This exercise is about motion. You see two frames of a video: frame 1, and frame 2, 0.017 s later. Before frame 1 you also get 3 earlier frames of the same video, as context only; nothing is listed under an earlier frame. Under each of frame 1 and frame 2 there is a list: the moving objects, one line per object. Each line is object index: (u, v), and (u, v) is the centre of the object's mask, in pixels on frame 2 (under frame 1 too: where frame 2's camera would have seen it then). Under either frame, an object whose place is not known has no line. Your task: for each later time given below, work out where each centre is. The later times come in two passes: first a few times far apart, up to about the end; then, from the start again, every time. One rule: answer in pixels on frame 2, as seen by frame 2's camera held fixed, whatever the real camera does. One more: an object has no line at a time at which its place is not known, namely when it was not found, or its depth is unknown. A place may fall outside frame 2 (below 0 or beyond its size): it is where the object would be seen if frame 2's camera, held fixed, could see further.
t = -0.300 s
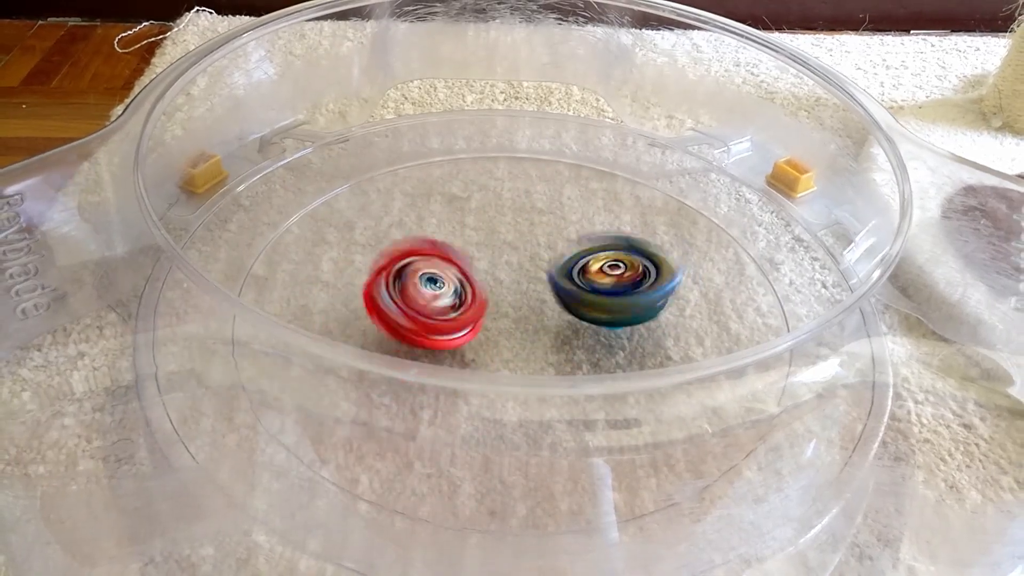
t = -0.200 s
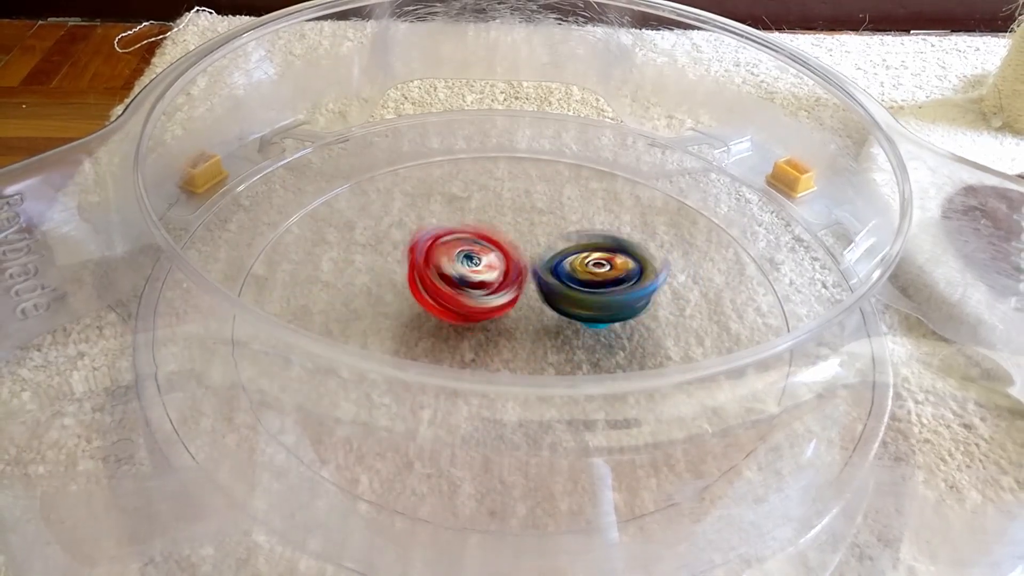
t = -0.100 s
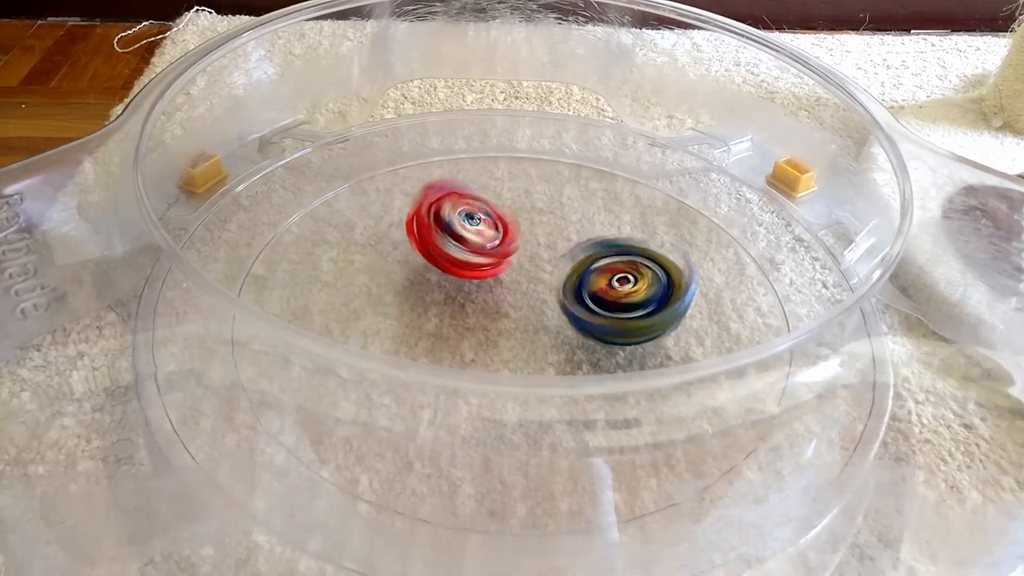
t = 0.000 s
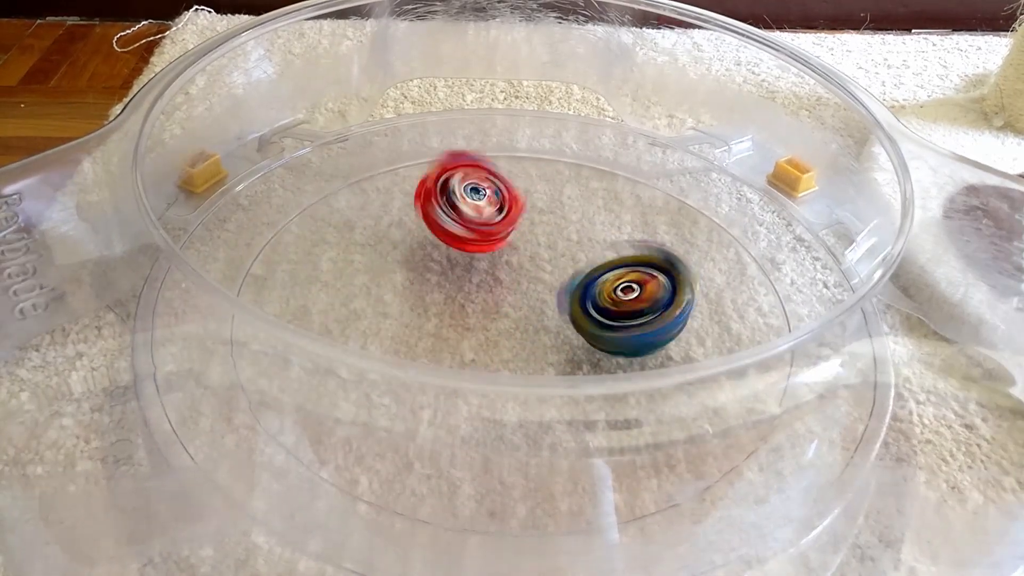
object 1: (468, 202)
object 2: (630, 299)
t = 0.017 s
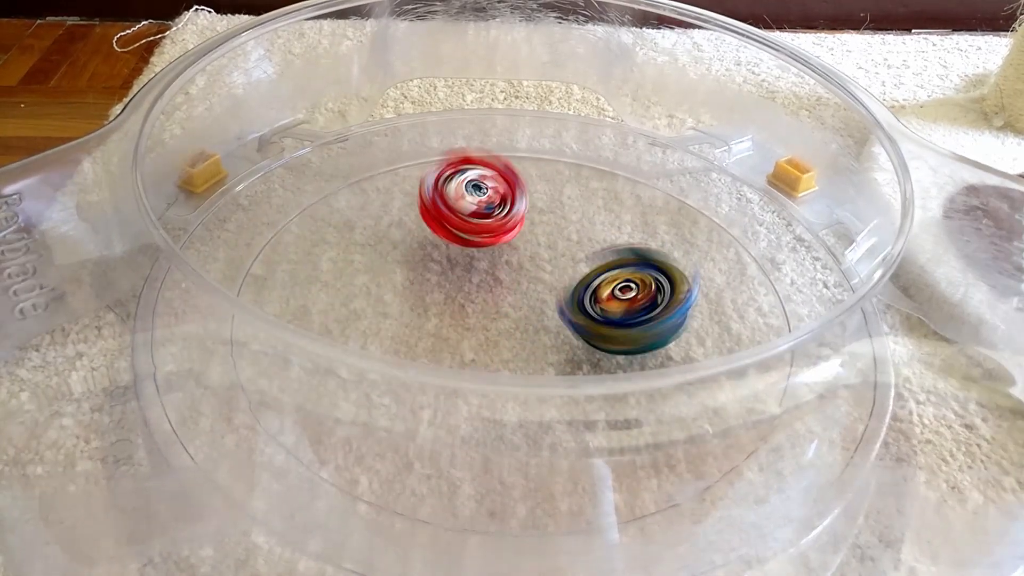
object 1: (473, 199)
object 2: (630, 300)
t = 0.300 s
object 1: (522, 217)
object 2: (552, 310)
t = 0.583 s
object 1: (591, 228)
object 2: (388, 354)
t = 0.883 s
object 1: (577, 299)
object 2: (400, 321)
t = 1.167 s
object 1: (566, 333)
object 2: (447, 235)
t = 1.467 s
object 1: (542, 346)
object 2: (531, 193)
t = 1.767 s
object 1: (503, 303)
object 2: (610, 251)
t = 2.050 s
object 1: (496, 270)
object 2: (654, 317)
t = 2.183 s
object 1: (518, 269)
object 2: (611, 341)
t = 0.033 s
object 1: (474, 198)
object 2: (627, 300)
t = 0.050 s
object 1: (475, 196)
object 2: (626, 299)
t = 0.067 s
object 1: (479, 194)
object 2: (623, 299)
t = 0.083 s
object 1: (479, 194)
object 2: (624, 300)
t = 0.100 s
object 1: (481, 191)
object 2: (621, 300)
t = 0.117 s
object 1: (485, 192)
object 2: (618, 299)
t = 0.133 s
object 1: (486, 193)
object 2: (616, 300)
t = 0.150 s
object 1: (490, 192)
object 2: (612, 300)
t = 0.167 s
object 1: (493, 193)
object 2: (608, 303)
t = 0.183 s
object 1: (494, 195)
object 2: (604, 303)
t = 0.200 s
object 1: (500, 196)
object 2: (597, 305)
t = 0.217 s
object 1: (503, 199)
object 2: (592, 305)
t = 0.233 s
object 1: (505, 203)
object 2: (586, 306)
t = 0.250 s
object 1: (510, 205)
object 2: (576, 307)
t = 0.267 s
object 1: (514, 209)
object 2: (568, 308)
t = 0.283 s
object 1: (515, 213)
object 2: (560, 310)
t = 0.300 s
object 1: (522, 217)
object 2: (552, 310)
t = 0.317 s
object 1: (526, 222)
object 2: (541, 311)
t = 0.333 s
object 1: (529, 222)
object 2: (531, 314)
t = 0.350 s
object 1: (538, 220)
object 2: (520, 323)
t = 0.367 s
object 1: (546, 219)
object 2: (507, 327)
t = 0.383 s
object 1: (548, 218)
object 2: (495, 330)
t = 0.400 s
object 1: (555, 216)
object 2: (485, 332)
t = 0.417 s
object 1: (559, 217)
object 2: (474, 333)
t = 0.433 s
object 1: (562, 215)
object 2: (466, 335)
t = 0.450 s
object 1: (568, 214)
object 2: (458, 337)
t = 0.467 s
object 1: (572, 216)
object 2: (449, 337)
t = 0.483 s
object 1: (572, 217)
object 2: (440, 336)
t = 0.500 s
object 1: (577, 217)
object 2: (434, 336)
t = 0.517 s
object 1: (581, 219)
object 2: (419, 347)
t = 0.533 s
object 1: (583, 221)
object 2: (411, 350)
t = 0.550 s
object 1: (587, 221)
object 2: (402, 351)
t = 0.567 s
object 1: (591, 224)
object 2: (394, 352)
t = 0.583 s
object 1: (591, 228)
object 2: (388, 354)
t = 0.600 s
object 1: (593, 229)
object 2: (380, 354)
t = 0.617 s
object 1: (596, 233)
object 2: (378, 353)
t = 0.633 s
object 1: (596, 237)
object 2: (371, 351)
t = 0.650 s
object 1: (597, 240)
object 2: (371, 351)
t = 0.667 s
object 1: (600, 243)
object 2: (368, 352)
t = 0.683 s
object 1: (601, 249)
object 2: (366, 351)
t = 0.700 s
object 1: (599, 253)
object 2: (366, 349)
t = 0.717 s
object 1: (600, 257)
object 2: (367, 349)
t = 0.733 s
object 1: (600, 263)
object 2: (368, 348)
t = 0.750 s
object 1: (598, 268)
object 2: (370, 347)
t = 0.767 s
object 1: (597, 270)
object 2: (373, 346)
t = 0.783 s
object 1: (597, 276)
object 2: (375, 345)
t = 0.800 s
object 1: (591, 280)
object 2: (379, 341)
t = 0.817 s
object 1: (591, 282)
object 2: (382, 339)
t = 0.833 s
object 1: (588, 288)
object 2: (386, 337)
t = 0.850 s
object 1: (583, 293)
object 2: (391, 322)
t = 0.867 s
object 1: (579, 296)
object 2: (396, 323)
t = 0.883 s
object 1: (577, 299)
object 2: (400, 321)
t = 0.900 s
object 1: (567, 305)
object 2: (405, 318)
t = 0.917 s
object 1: (564, 305)
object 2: (411, 318)
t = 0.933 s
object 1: (559, 309)
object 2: (415, 312)
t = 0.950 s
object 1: (558, 311)
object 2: (418, 311)
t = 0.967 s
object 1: (561, 309)
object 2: (416, 305)
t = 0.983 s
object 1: (566, 309)
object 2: (417, 300)
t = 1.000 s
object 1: (565, 313)
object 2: (419, 296)
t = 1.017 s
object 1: (562, 312)
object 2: (423, 291)
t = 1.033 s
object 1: (564, 314)
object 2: (425, 286)
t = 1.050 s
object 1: (561, 317)
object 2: (428, 279)
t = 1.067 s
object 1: (557, 318)
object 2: (432, 275)
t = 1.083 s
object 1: (557, 318)
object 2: (437, 270)
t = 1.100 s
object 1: (558, 321)
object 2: (439, 264)
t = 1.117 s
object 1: (560, 327)
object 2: (441, 257)
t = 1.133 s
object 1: (563, 326)
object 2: (442, 248)
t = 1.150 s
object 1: (567, 330)
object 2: (444, 242)
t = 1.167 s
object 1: (566, 333)
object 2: (447, 235)
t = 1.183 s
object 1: (567, 335)
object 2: (451, 231)
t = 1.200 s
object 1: (569, 335)
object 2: (455, 226)
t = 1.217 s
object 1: (572, 338)
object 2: (458, 223)
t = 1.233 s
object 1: (571, 342)
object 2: (460, 219)
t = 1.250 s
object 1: (567, 341)
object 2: (464, 216)
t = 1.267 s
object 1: (572, 340)
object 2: (467, 213)
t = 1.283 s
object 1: (570, 343)
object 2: (470, 209)
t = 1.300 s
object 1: (567, 343)
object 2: (475, 207)
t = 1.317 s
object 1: (565, 343)
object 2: (480, 202)
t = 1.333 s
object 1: (565, 345)
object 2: (486, 201)
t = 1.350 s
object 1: (563, 348)
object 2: (491, 198)
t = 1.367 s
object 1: (556, 347)
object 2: (497, 197)
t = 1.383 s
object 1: (556, 345)
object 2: (503, 194)
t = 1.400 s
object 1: (555, 345)
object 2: (509, 193)
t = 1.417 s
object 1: (551, 347)
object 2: (515, 192)
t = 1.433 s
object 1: (546, 346)
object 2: (521, 192)
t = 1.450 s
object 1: (542, 345)
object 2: (527, 192)
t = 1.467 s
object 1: (542, 346)
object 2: (531, 193)
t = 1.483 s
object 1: (537, 347)
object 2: (537, 193)
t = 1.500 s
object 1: (529, 343)
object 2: (542, 193)
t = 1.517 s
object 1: (529, 341)
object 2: (548, 195)
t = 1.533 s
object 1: (525, 341)
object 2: (553, 196)
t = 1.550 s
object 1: (520, 340)
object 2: (558, 199)
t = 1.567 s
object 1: (516, 339)
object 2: (563, 200)
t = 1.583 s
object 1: (514, 337)
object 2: (568, 204)
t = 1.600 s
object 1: (514, 336)
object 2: (572, 207)
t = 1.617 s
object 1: (510, 335)
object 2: (577, 210)
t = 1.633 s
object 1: (506, 331)
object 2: (582, 214)
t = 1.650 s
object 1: (509, 329)
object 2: (586, 219)
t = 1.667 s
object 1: (507, 327)
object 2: (591, 222)
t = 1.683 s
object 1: (505, 324)
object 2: (595, 227)
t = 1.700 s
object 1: (505, 321)
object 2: (599, 232)
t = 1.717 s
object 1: (505, 317)
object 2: (602, 236)
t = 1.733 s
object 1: (505, 313)
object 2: (605, 242)
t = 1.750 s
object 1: (502, 309)
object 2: (607, 245)
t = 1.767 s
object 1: (503, 303)
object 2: (610, 251)
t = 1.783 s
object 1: (501, 304)
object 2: (618, 253)
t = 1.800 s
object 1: (493, 305)
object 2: (628, 258)
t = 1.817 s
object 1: (486, 298)
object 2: (634, 261)
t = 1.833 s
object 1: (481, 293)
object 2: (639, 264)
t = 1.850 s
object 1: (477, 289)
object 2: (644, 267)
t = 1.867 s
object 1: (476, 286)
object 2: (649, 271)
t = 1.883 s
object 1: (474, 283)
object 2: (653, 275)
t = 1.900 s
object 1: (471, 277)
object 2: (655, 279)
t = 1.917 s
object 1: (473, 273)
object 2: (658, 283)
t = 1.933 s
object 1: (476, 270)
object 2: (659, 287)
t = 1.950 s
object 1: (478, 269)
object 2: (661, 290)
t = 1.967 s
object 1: (479, 267)
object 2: (661, 295)
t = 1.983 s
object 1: (482, 266)
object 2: (662, 299)
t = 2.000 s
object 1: (486, 266)
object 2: (661, 305)
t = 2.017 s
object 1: (491, 268)
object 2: (660, 309)
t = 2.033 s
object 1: (494, 270)
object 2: (656, 315)
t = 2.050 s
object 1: (496, 270)
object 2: (654, 317)
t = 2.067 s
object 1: (498, 268)
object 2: (649, 323)
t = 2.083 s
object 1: (502, 268)
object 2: (646, 325)
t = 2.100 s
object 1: (504, 269)
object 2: (640, 329)
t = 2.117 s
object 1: (507, 270)
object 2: (637, 332)
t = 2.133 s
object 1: (509, 270)
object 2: (629, 335)
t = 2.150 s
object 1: (511, 270)
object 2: (625, 336)
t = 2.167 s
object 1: (515, 269)
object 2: (615, 338)
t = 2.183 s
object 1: (518, 269)
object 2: (611, 341)
